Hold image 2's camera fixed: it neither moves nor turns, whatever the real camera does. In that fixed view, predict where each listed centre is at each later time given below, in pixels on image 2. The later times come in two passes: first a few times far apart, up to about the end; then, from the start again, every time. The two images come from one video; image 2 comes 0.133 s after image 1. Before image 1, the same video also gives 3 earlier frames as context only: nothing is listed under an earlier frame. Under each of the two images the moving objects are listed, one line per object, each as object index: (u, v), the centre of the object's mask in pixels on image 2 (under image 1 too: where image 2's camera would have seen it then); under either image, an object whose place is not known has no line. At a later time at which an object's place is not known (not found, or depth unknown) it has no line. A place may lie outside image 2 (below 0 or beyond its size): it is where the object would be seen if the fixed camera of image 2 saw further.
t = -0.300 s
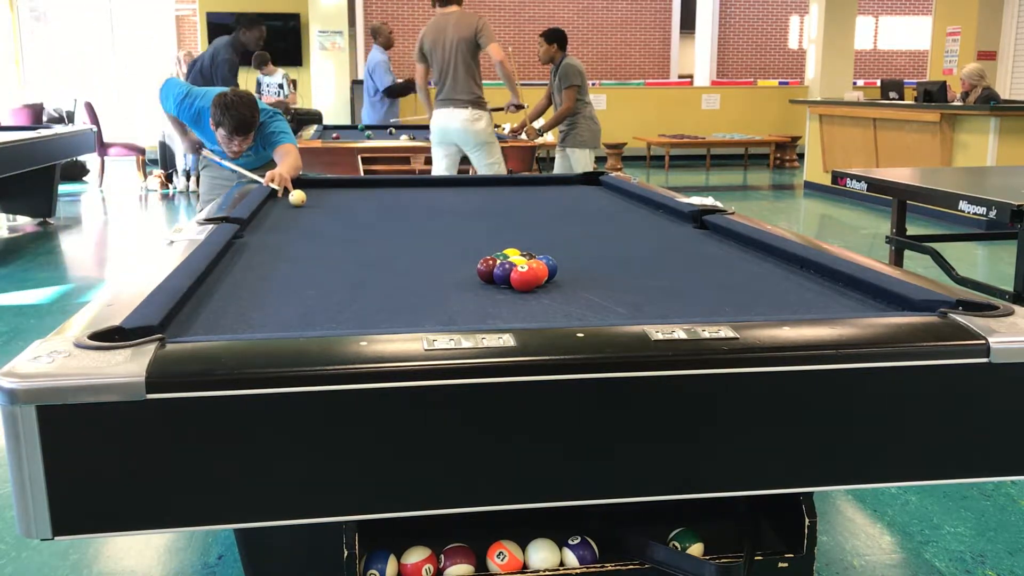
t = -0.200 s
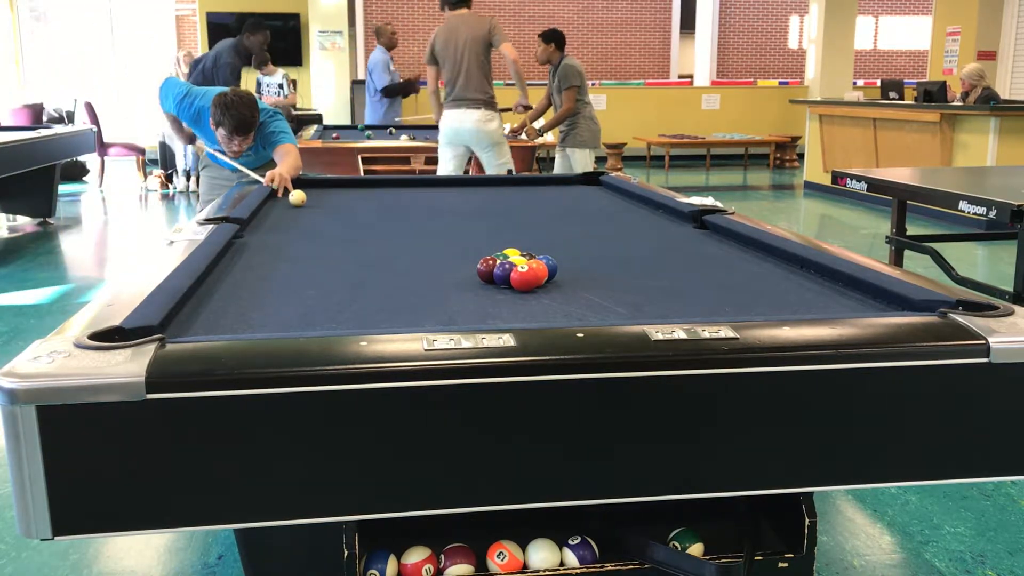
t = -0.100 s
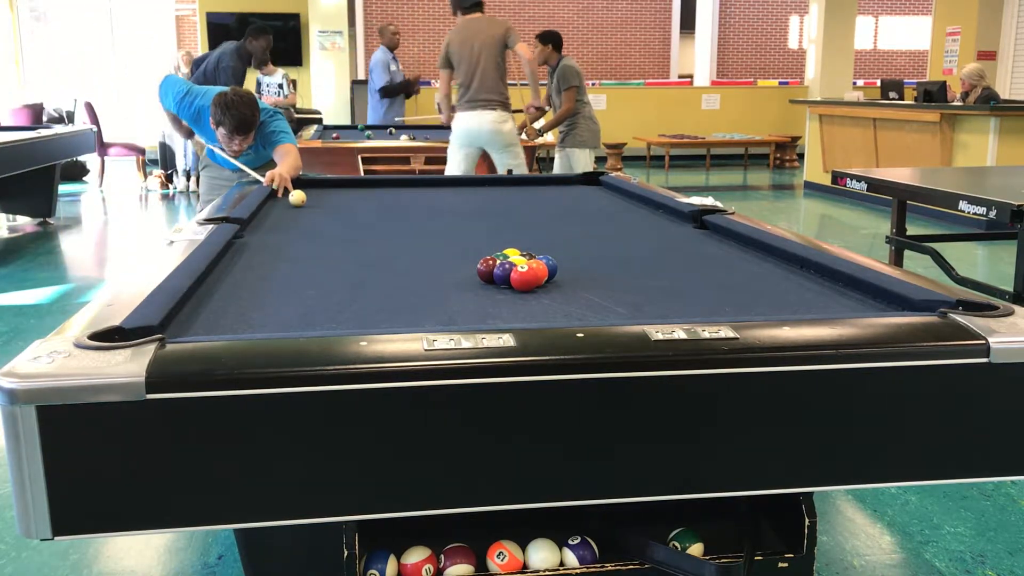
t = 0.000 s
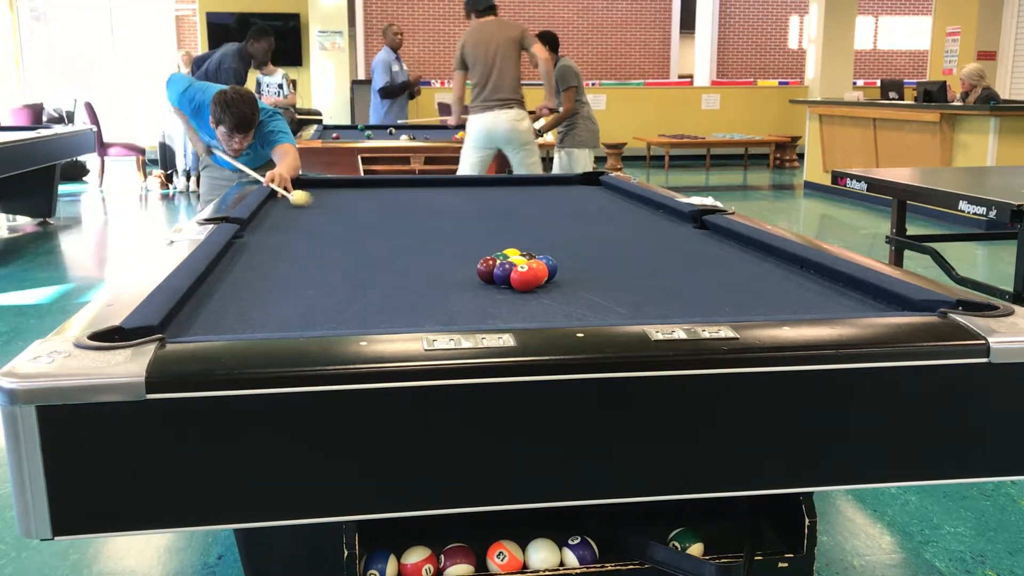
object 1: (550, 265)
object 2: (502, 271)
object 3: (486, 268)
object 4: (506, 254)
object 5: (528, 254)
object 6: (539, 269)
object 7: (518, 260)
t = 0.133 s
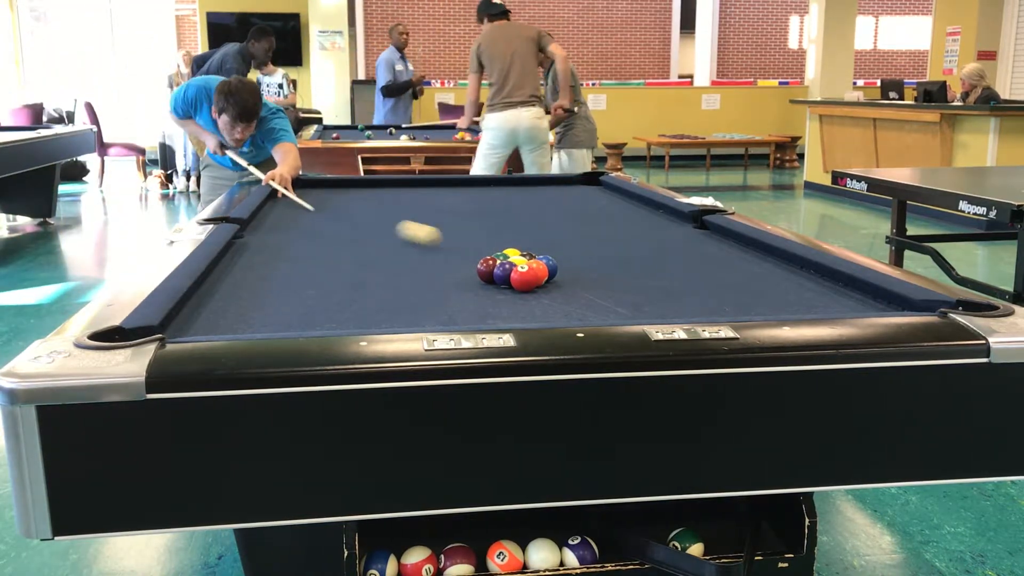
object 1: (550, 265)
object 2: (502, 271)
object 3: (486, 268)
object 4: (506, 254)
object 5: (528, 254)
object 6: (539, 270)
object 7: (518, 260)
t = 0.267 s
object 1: (687, 279)
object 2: (492, 273)
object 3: (459, 277)
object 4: (544, 254)
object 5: (568, 264)
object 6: (538, 275)
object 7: (521, 266)
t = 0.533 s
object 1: (743, 307)
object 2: (447, 306)
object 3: (348, 307)
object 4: (629, 247)
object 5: (677, 259)
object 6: (546, 283)
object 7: (549, 265)
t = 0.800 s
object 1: (525, 313)
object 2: (393, 321)
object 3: (225, 327)
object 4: (704, 240)
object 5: (778, 255)
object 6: (553, 289)
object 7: (570, 269)
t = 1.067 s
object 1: (332, 303)
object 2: (341, 320)
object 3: (188, 320)
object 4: (704, 235)
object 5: (720, 253)
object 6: (560, 295)
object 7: (586, 270)
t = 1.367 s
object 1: (219, 285)
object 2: (254, 325)
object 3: (241, 303)
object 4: (647, 232)
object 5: (659, 251)
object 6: (569, 301)
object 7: (600, 270)
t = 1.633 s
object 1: (302, 264)
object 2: (179, 329)
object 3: (279, 292)
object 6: (574, 307)
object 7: (608, 271)
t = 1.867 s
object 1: (359, 249)
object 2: (146, 333)
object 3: (306, 283)
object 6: (578, 309)
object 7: (612, 270)
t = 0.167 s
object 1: (550, 265)
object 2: (502, 271)
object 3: (486, 268)
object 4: (507, 254)
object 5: (528, 254)
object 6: (539, 269)
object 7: (518, 260)
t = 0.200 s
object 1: (560, 264)
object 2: (500, 271)
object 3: (483, 269)
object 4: (511, 254)
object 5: (533, 255)
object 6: (539, 270)
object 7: (519, 262)
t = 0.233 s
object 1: (623, 274)
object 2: (493, 274)
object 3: (468, 274)
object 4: (515, 256)
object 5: (555, 263)
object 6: (540, 271)
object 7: (520, 264)
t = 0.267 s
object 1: (687, 279)
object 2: (492, 273)
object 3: (459, 277)
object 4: (544, 254)
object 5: (568, 264)
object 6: (538, 275)
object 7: (521, 266)
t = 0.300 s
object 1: (754, 286)
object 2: (489, 276)
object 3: (444, 280)
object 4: (555, 254)
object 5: (584, 262)
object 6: (538, 276)
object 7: (524, 267)
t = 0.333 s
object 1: (821, 290)
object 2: (485, 282)
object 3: (431, 284)
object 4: (566, 254)
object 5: (598, 261)
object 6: (540, 277)
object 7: (527, 266)
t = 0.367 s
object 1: (873, 296)
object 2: (479, 287)
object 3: (417, 288)
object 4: (577, 253)
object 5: (611, 261)
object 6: (541, 278)
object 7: (530, 265)
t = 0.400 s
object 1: (849, 298)
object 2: (472, 293)
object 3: (405, 292)
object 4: (588, 251)
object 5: (625, 261)
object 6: (542, 279)
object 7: (534, 264)
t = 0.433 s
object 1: (822, 301)
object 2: (466, 295)
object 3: (393, 295)
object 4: (598, 250)
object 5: (638, 261)
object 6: (543, 280)
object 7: (538, 264)
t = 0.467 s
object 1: (795, 303)
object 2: (460, 299)
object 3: (378, 299)
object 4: (609, 250)
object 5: (652, 260)
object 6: (544, 281)
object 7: (543, 264)
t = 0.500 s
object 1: (768, 305)
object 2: (454, 302)
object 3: (363, 302)
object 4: (619, 248)
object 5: (665, 260)
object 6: (545, 282)
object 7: (546, 264)
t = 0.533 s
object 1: (743, 307)
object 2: (447, 306)
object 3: (348, 307)
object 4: (629, 247)
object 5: (677, 259)
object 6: (546, 283)
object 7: (549, 265)
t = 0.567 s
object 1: (720, 309)
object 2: (442, 308)
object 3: (333, 312)
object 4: (639, 247)
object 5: (690, 259)
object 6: (546, 283)
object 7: (553, 265)
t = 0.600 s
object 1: (694, 312)
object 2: (435, 312)
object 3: (317, 315)
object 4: (649, 246)
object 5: (703, 259)
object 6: (548, 284)
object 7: (556, 266)
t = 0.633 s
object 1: (666, 313)
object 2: (428, 314)
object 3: (300, 318)
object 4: (659, 245)
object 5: (716, 257)
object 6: (548, 285)
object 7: (558, 266)
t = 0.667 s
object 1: (635, 313)
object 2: (422, 315)
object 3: (283, 320)
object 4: (668, 244)
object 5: (730, 258)
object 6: (549, 286)
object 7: (561, 267)
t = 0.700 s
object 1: (607, 314)
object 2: (415, 317)
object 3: (265, 323)
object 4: (677, 243)
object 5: (741, 257)
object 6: (550, 286)
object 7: (563, 268)
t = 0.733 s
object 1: (578, 313)
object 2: (407, 319)
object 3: (249, 326)
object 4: (687, 242)
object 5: (754, 256)
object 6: (551, 287)
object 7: (565, 268)
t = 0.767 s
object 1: (551, 313)
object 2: (401, 321)
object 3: (231, 328)
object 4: (696, 241)
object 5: (766, 256)
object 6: (552, 288)
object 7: (568, 269)
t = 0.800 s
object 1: (525, 313)
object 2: (393, 321)
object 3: (225, 327)
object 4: (704, 240)
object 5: (778, 255)
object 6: (553, 289)
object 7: (570, 269)
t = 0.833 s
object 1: (496, 313)
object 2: (390, 321)
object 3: (216, 326)
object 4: (713, 239)
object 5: (774, 255)
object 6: (554, 290)
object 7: (571, 269)
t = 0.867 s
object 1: (469, 314)
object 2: (386, 320)
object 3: (208, 325)
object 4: (722, 238)
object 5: (765, 255)
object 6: (555, 291)
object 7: (574, 270)
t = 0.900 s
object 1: (442, 314)
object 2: (382, 319)
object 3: (201, 325)
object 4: (730, 237)
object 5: (757, 255)
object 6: (556, 291)
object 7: (576, 270)
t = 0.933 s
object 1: (415, 314)
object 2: (378, 319)
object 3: (193, 324)
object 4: (731, 237)
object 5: (751, 255)
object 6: (557, 292)
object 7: (577, 270)
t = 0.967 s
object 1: (395, 311)
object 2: (375, 318)
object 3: (186, 323)
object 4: (724, 236)
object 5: (743, 254)
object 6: (558, 293)
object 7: (580, 270)
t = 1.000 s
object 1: (378, 307)
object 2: (363, 319)
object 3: (180, 322)
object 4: (717, 236)
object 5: (735, 254)
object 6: (559, 294)
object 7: (582, 270)
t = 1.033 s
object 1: (355, 303)
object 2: (351, 319)
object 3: (182, 321)
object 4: (710, 236)
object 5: (728, 253)
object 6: (559, 294)
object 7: (584, 270)
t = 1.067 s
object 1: (332, 303)
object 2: (341, 320)
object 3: (188, 320)
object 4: (704, 235)
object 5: (720, 253)
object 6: (560, 295)
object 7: (586, 270)
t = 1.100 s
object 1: (315, 302)
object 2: (331, 321)
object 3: (195, 319)
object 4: (697, 235)
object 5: (712, 253)
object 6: (561, 296)
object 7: (587, 270)
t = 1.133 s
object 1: (299, 302)
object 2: (320, 321)
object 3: (202, 317)
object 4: (690, 235)
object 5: (706, 252)
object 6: (562, 297)
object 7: (589, 270)
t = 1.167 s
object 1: (282, 300)
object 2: (313, 322)
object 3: (207, 315)
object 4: (684, 234)
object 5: (700, 252)
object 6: (563, 297)
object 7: (591, 270)
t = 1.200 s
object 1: (261, 298)
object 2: (303, 322)
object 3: (213, 313)
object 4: (677, 234)
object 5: (692, 252)
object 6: (564, 298)
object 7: (592, 270)
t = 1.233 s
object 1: (247, 295)
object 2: (293, 322)
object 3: (219, 311)
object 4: (671, 234)
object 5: (685, 252)
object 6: (565, 299)
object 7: (594, 270)
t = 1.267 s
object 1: (230, 287)
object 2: (283, 323)
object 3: (225, 309)
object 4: (665, 233)
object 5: (679, 251)
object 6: (566, 300)
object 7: (595, 270)
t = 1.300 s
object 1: (211, 288)
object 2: (273, 324)
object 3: (230, 308)
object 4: (659, 233)
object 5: (672, 251)
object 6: (566, 300)
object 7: (597, 270)
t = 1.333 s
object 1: (208, 288)
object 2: (264, 324)
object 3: (235, 306)
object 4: (653, 233)
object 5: (666, 251)
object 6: (567, 301)
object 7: (598, 270)
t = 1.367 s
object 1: (219, 285)
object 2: (254, 325)
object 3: (241, 303)
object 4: (647, 232)
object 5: (659, 251)
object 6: (569, 301)
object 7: (600, 270)
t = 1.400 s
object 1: (230, 281)
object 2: (246, 325)
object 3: (246, 301)
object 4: (641, 232)
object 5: (653, 250)
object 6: (569, 302)
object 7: (601, 270)
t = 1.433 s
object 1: (241, 277)
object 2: (235, 325)
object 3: (252, 300)
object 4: (635, 232)
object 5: (646, 250)
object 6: (571, 302)
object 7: (602, 270)
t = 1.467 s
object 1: (254, 274)
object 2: (225, 326)
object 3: (255, 299)
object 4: (630, 231)
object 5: (640, 250)
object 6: (571, 304)
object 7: (603, 270)
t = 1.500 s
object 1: (263, 272)
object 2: (216, 327)
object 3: (260, 298)
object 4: (624, 231)
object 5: (634, 250)
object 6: (572, 305)
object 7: (604, 271)
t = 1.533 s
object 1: (274, 270)
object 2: (206, 327)
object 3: (265, 296)
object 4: (619, 231)
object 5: (628, 249)
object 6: (572, 305)
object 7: (605, 270)
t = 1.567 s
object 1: (283, 269)
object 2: (197, 328)
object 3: (270, 294)
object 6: (573, 306)
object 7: (606, 271)
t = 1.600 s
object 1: (293, 266)
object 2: (189, 328)
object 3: (274, 293)
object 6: (573, 306)
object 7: (607, 270)
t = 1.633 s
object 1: (302, 264)
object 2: (179, 329)
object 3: (279, 292)
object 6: (574, 307)
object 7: (608, 271)
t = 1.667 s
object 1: (311, 262)
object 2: (170, 329)
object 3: (283, 290)
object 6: (575, 307)
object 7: (609, 271)
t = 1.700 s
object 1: (319, 260)
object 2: (161, 329)
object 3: (287, 289)
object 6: (575, 308)
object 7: (609, 270)
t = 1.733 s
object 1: (328, 257)
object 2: (150, 330)
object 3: (291, 287)
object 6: (576, 308)
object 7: (610, 270)
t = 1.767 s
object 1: (336, 255)
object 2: (144, 330)
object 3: (296, 286)
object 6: (576, 308)
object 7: (610, 270)
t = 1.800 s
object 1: (344, 253)
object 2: (146, 331)
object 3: (300, 285)
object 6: (577, 309)
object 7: (611, 270)
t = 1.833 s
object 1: (351, 251)
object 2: (146, 332)
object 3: (303, 284)
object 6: (578, 309)
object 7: (611, 270)
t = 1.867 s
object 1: (359, 249)
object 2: (146, 333)
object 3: (306, 283)
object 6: (578, 309)
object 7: (612, 270)
